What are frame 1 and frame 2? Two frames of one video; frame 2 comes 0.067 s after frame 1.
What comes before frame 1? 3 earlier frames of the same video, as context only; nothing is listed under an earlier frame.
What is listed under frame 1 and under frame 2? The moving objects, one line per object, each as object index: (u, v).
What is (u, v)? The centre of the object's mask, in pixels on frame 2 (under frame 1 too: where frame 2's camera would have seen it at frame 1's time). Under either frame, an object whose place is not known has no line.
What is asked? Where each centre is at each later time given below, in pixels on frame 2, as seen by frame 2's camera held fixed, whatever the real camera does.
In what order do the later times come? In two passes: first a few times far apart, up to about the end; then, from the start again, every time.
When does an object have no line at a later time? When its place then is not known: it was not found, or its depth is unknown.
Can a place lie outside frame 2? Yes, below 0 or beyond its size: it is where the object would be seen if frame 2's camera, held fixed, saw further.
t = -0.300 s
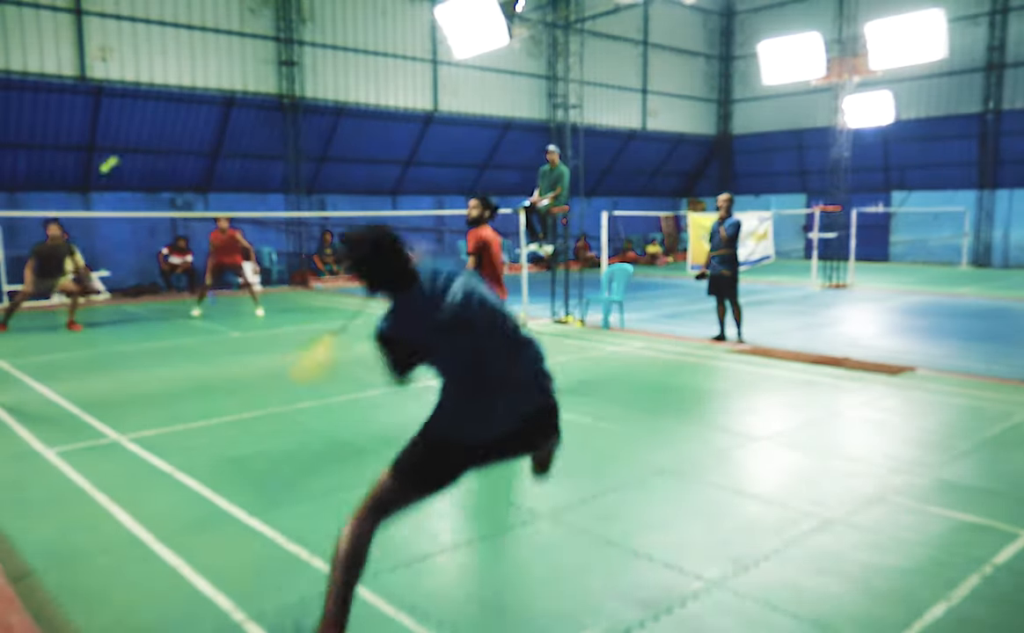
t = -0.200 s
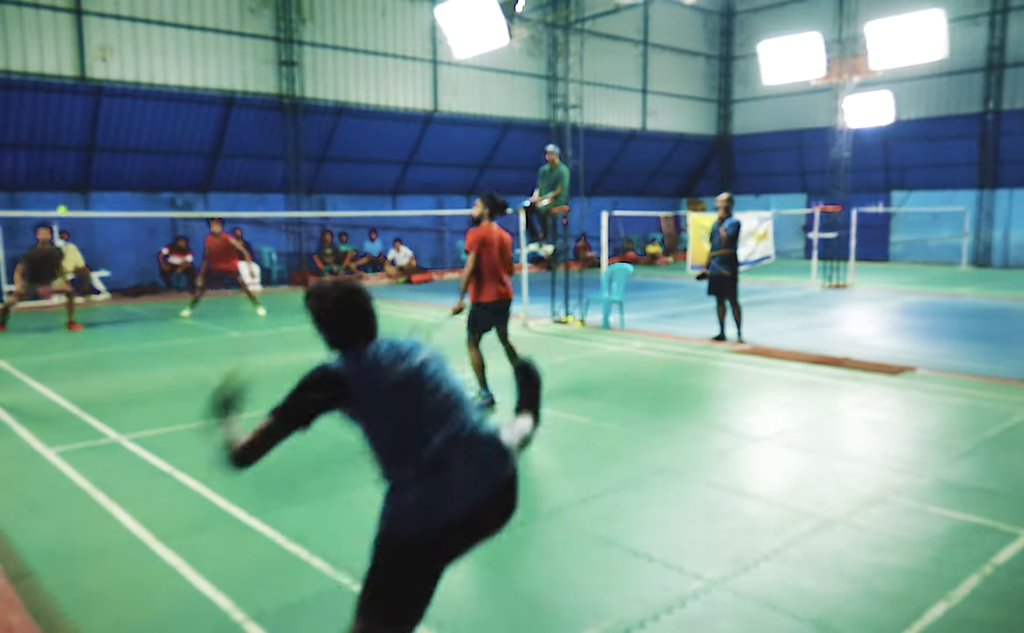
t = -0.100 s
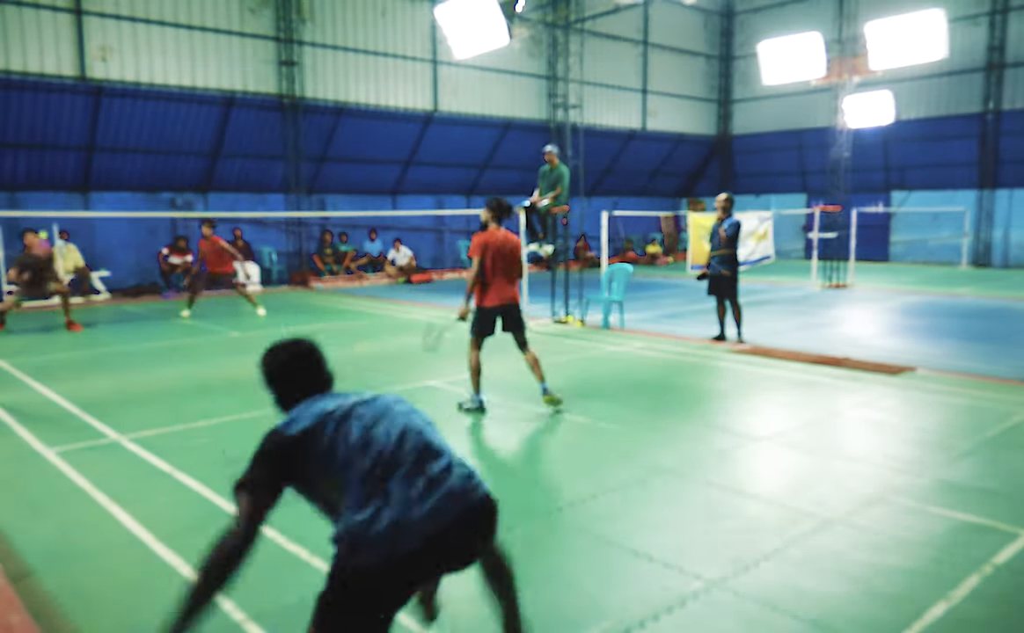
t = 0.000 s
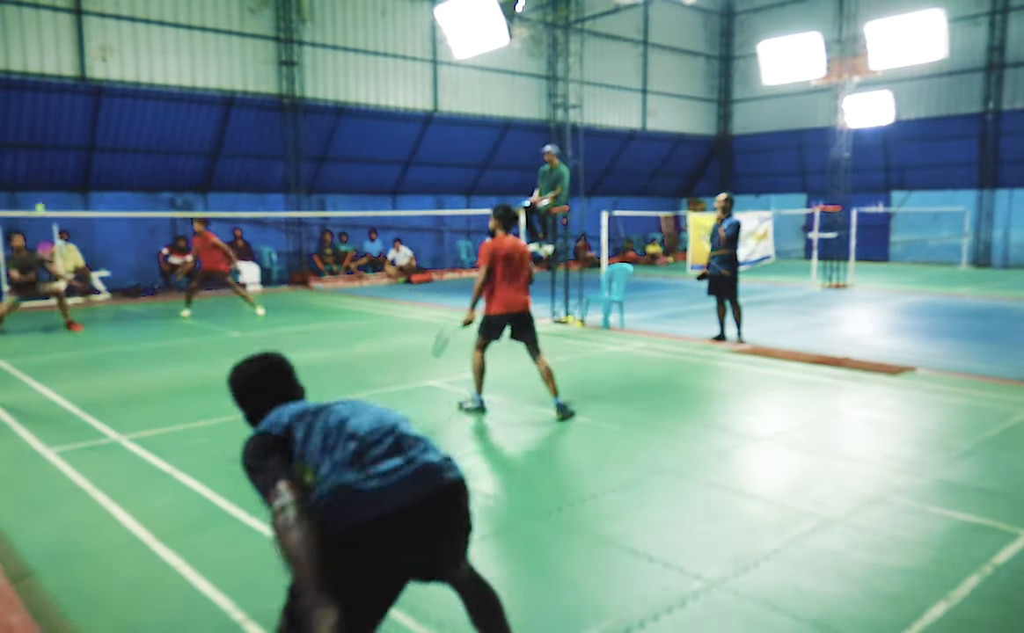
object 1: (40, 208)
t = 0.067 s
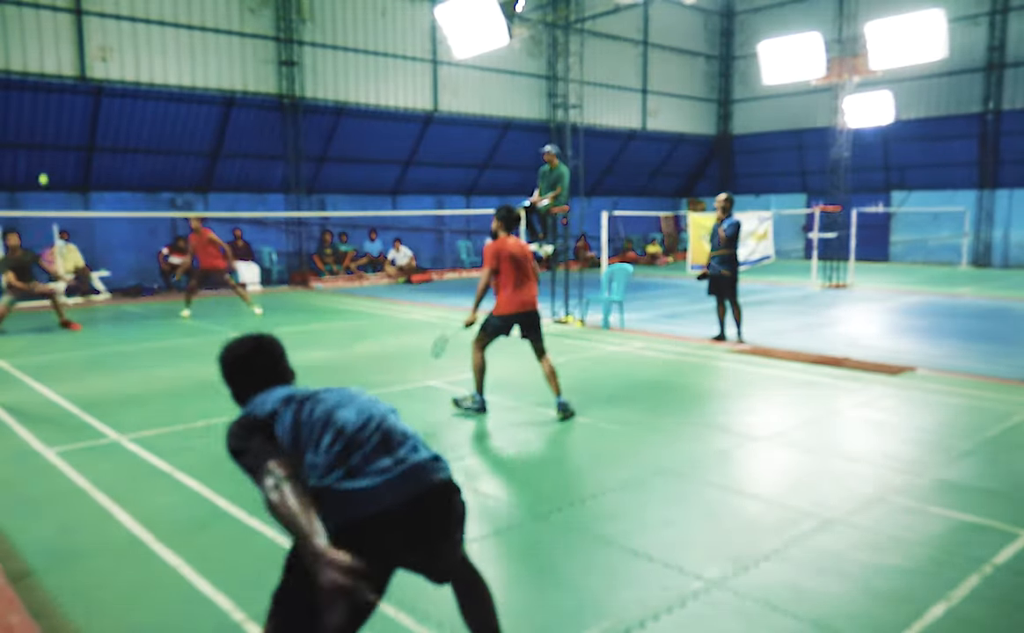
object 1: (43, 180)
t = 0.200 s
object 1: (55, 143)
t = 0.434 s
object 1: (73, 122)
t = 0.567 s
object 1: (86, 138)
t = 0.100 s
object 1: (46, 168)
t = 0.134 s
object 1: (50, 160)
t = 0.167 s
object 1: (53, 151)
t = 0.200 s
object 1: (55, 143)
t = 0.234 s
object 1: (57, 137)
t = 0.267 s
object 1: (59, 131)
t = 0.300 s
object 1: (62, 127)
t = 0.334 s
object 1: (65, 124)
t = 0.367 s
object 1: (67, 122)
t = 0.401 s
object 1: (70, 122)
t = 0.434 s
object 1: (73, 122)
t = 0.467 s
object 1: (76, 124)
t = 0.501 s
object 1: (79, 127)
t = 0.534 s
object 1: (83, 132)
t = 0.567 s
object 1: (86, 138)
